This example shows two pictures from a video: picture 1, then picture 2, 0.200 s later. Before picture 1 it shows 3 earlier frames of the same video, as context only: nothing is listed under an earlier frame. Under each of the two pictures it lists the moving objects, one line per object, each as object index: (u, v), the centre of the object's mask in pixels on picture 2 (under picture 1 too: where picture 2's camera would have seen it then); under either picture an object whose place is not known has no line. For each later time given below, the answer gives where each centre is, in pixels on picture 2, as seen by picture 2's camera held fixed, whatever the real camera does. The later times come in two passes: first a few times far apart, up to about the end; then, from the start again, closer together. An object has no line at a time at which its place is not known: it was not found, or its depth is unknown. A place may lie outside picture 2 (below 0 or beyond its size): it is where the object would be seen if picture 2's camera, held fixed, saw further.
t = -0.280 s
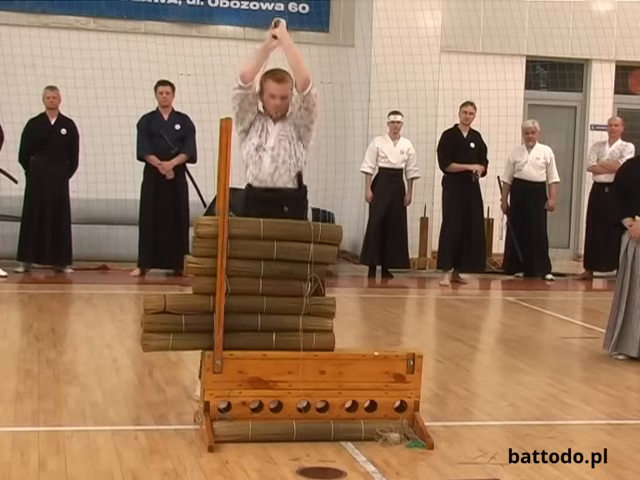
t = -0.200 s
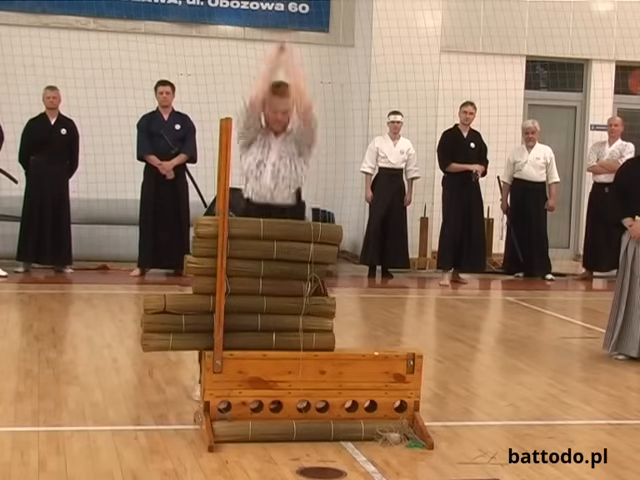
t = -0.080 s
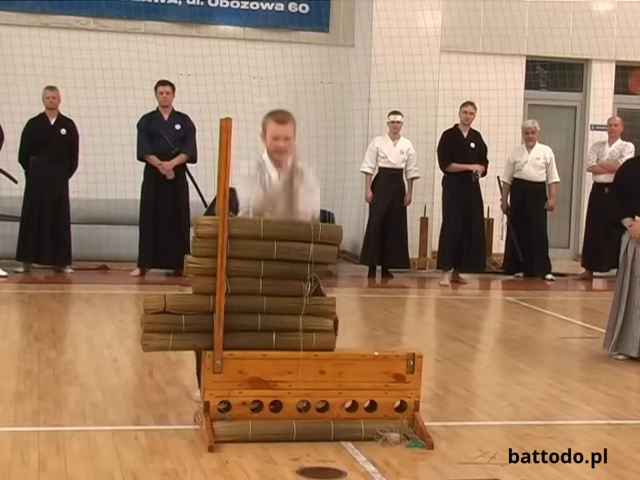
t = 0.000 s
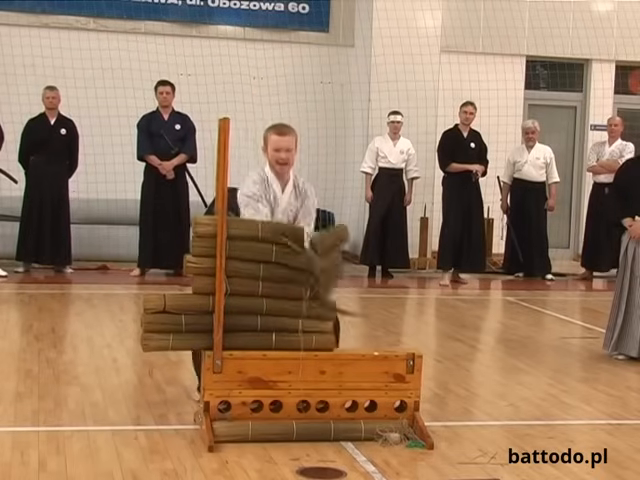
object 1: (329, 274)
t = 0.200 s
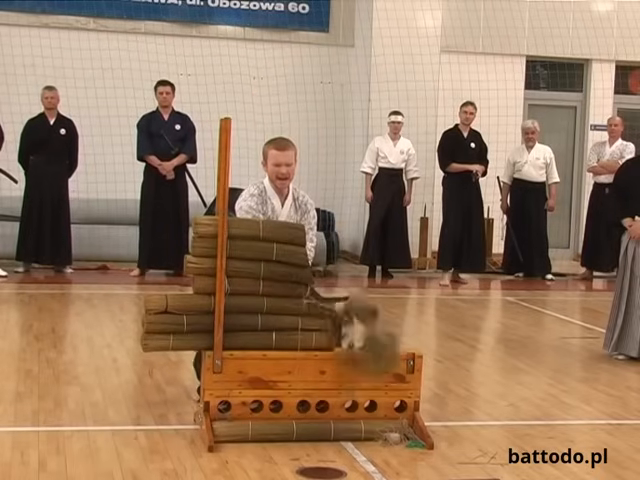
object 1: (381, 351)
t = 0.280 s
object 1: (399, 409)
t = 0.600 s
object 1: (427, 451)
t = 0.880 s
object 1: (434, 452)
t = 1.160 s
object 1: (435, 452)
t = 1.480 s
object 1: (434, 452)
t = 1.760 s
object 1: (434, 452)
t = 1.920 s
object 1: (434, 452)
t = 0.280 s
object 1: (399, 409)
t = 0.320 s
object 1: (401, 433)
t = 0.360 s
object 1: (406, 434)
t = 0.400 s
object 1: (413, 438)
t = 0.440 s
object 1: (416, 441)
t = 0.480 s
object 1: (420, 445)
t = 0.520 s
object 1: (423, 449)
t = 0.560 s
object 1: (426, 451)
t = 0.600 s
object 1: (427, 451)
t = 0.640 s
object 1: (428, 451)
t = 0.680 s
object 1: (430, 452)
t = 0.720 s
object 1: (432, 452)
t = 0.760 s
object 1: (433, 451)
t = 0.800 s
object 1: (434, 452)
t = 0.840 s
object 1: (434, 452)
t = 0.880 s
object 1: (434, 452)
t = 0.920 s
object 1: (435, 452)
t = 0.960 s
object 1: (435, 452)
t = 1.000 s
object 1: (435, 452)
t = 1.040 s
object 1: (435, 452)
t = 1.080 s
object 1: (435, 452)
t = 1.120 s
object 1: (435, 452)
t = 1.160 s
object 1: (435, 452)
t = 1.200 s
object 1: (435, 452)
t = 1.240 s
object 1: (435, 452)
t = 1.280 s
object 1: (435, 452)
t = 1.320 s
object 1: (435, 452)
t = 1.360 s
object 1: (434, 452)
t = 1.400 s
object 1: (434, 452)
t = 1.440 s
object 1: (434, 452)
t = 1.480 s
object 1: (434, 452)
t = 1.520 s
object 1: (434, 452)
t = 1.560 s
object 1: (434, 452)
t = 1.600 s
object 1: (434, 452)
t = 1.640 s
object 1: (434, 452)
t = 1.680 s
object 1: (434, 452)
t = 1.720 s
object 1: (434, 452)
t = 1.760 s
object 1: (434, 452)
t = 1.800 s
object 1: (434, 452)
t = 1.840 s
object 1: (434, 452)
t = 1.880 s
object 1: (434, 452)
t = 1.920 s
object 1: (434, 452)
